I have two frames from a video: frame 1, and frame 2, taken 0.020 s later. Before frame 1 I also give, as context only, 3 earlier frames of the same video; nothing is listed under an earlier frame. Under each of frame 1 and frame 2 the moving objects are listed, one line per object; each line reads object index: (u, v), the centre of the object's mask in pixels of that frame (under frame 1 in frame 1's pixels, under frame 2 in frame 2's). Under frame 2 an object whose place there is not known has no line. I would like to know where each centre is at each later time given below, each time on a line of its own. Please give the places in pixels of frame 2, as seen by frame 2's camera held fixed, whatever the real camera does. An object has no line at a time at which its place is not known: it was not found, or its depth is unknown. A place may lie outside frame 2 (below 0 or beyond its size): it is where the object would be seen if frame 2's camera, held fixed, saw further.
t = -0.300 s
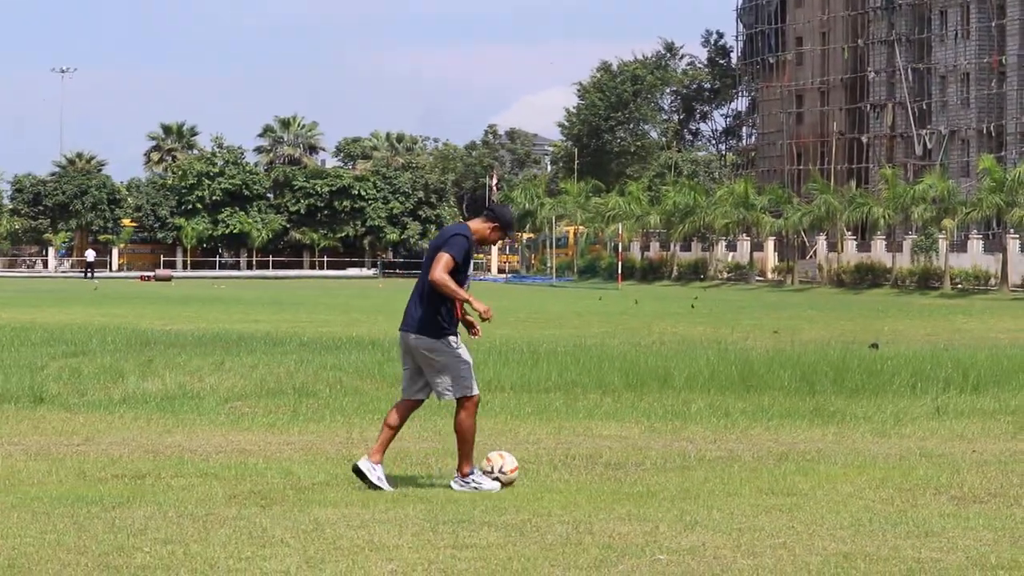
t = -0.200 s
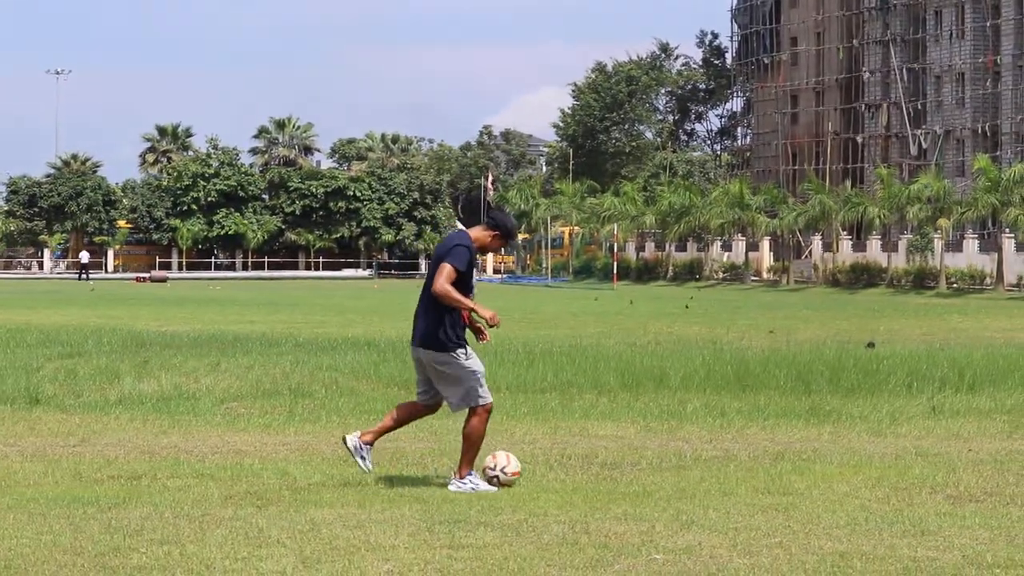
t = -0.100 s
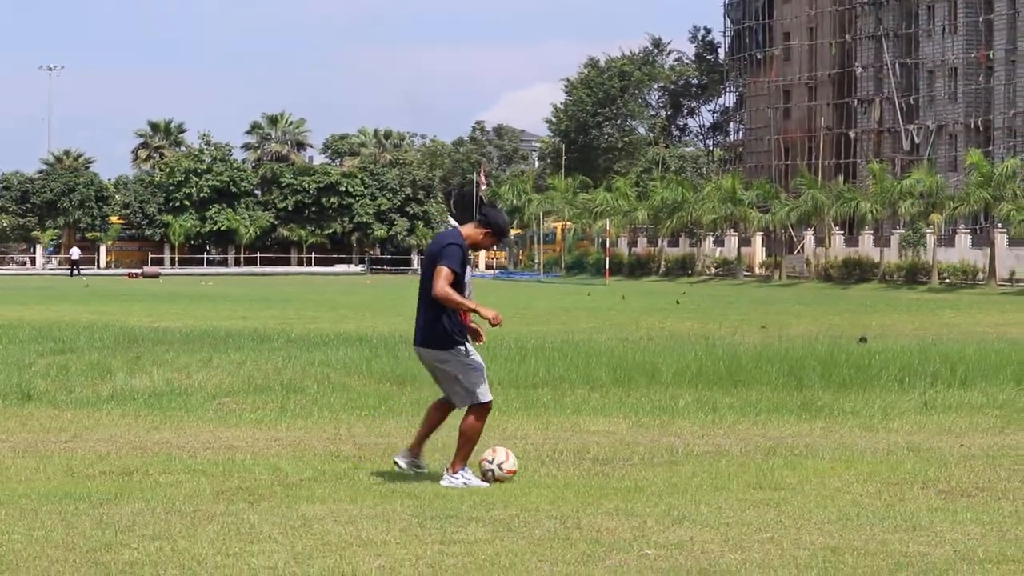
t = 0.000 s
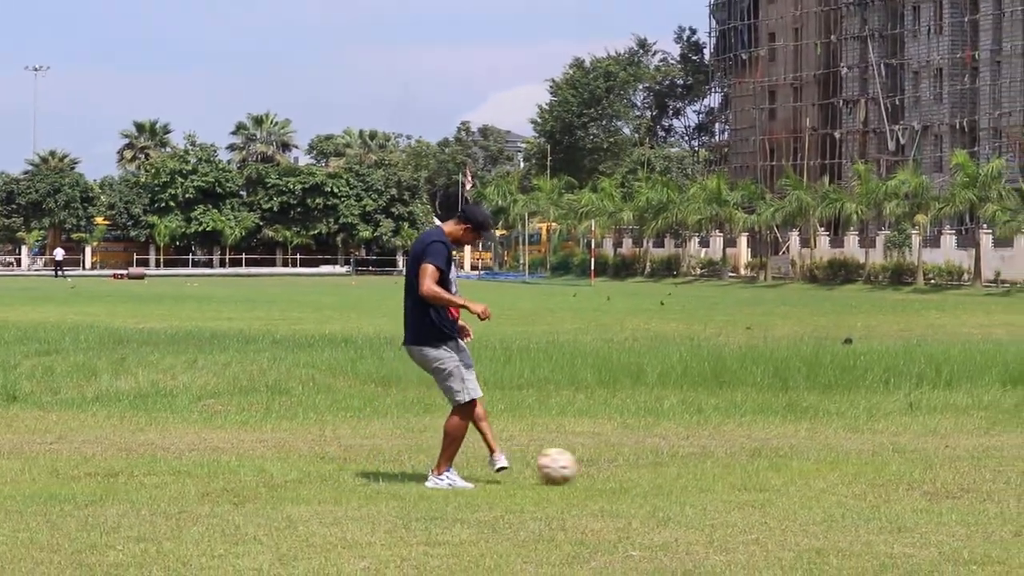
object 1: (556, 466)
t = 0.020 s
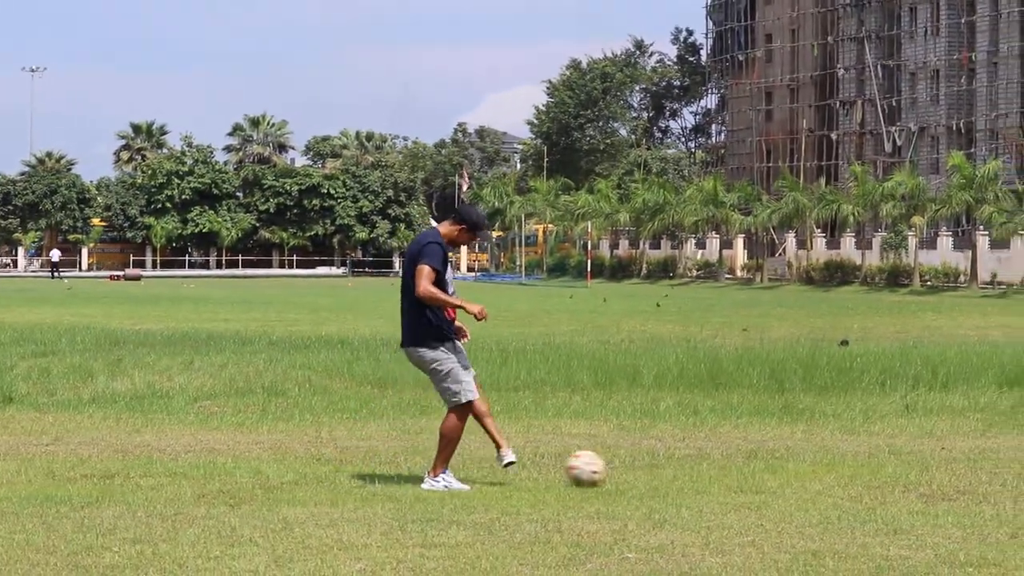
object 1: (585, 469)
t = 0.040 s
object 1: (619, 470)
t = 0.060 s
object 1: (652, 472)
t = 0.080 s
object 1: (684, 472)
